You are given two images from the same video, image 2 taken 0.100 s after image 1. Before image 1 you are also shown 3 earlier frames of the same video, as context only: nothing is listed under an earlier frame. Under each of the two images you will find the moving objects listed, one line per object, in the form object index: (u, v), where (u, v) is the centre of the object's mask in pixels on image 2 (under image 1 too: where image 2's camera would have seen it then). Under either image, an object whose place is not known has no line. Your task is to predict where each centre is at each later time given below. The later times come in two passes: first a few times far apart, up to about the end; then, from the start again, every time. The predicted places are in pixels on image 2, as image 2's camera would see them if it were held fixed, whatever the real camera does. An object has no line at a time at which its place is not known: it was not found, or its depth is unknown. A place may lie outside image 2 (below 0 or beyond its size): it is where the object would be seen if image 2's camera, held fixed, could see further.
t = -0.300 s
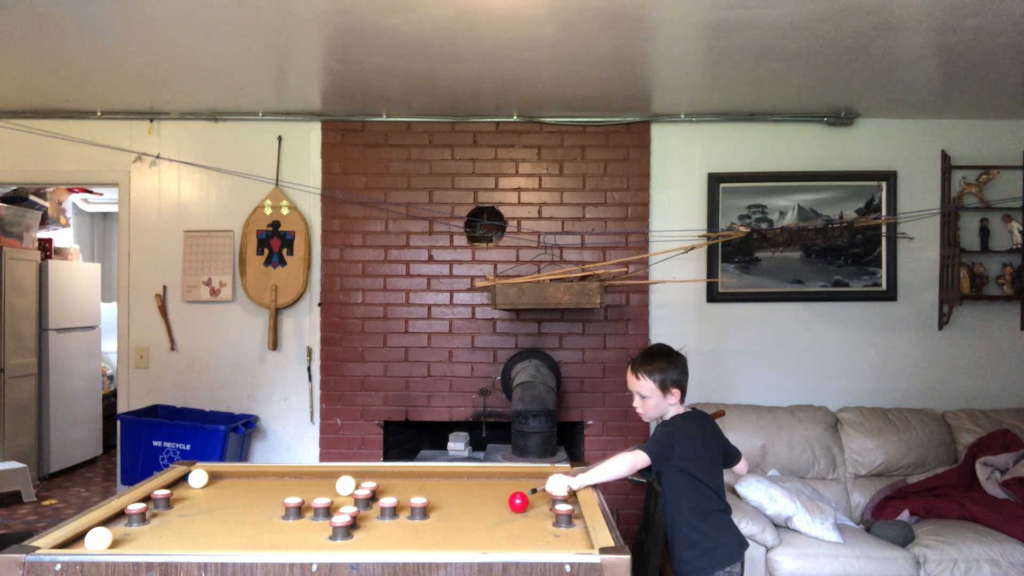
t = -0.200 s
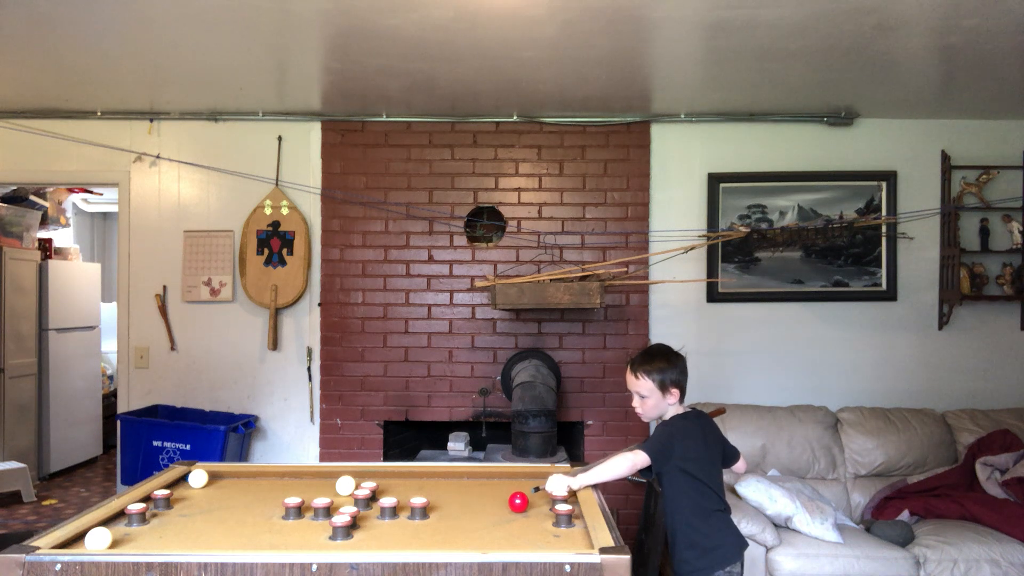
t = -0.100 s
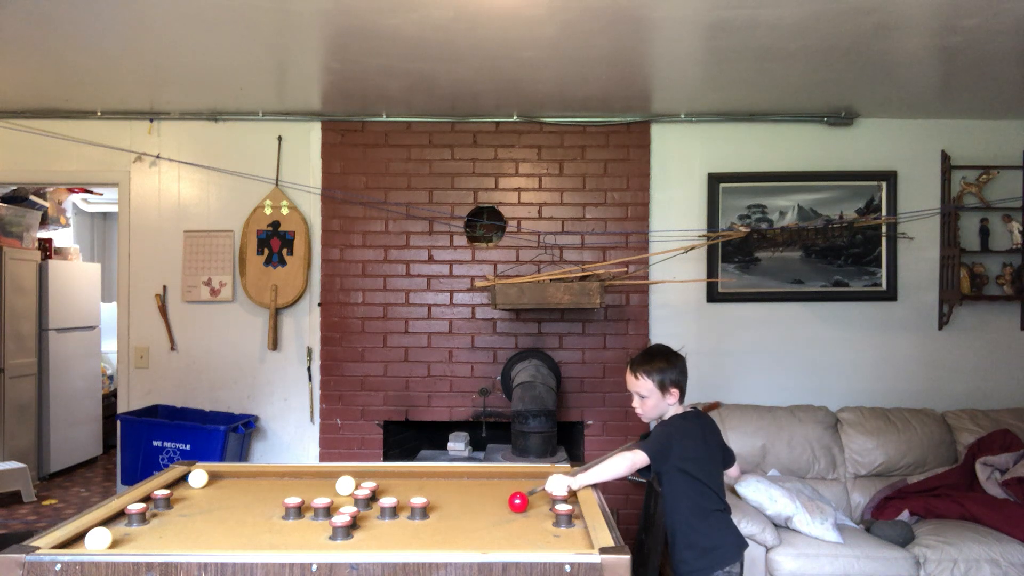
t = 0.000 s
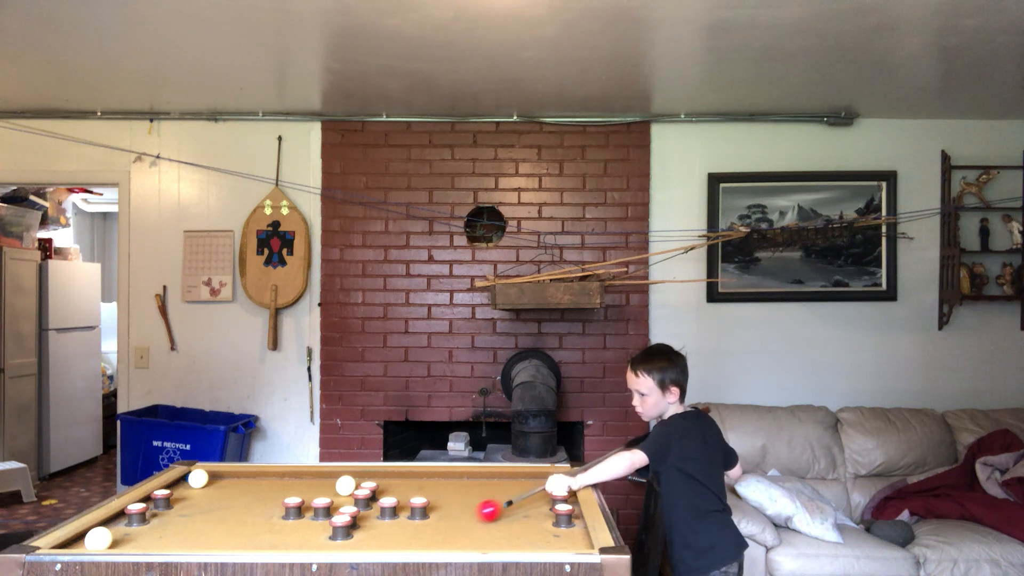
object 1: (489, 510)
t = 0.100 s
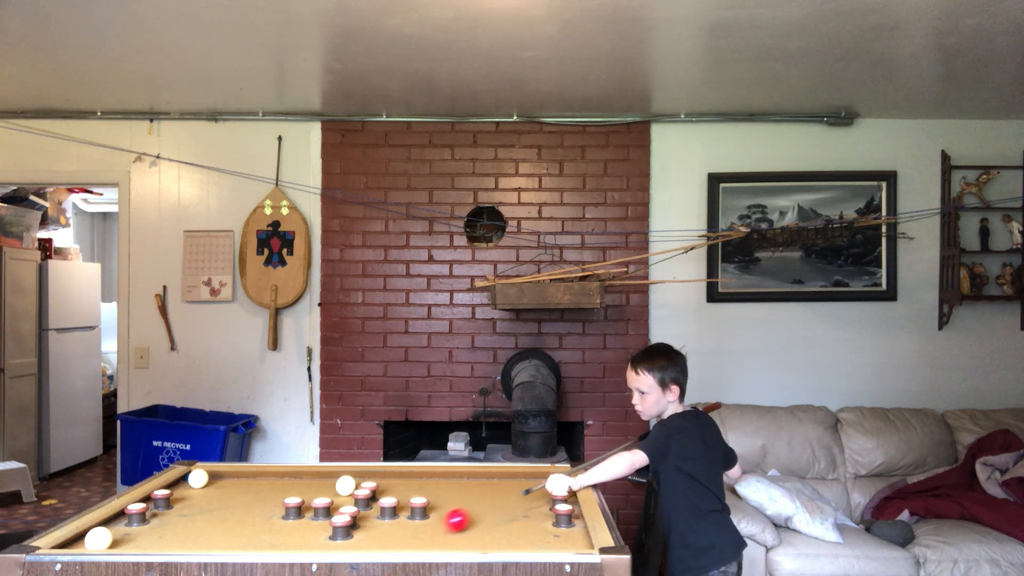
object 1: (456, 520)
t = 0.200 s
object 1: (422, 531)
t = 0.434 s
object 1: (343, 541)
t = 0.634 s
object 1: (301, 537)
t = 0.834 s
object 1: (263, 530)
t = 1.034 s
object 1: (229, 522)
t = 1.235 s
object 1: (198, 516)
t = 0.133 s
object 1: (445, 524)
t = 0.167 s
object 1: (434, 527)
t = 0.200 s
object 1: (422, 531)
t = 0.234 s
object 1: (409, 534)
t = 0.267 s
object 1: (396, 537)
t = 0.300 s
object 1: (383, 540)
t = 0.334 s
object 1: (370, 541)
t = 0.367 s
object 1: (357, 543)
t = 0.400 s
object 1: (350, 542)
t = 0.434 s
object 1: (343, 541)
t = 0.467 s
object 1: (335, 541)
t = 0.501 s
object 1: (328, 540)
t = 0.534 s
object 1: (321, 539)
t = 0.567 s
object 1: (315, 539)
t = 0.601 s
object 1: (308, 538)
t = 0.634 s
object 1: (301, 537)
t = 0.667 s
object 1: (294, 536)
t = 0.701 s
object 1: (288, 535)
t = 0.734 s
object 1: (282, 534)
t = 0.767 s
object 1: (275, 532)
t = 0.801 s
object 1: (269, 531)
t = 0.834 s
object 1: (263, 530)
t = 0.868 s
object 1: (258, 529)
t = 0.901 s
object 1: (251, 527)
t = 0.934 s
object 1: (246, 526)
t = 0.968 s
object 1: (240, 525)
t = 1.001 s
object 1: (234, 524)
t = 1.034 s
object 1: (229, 522)
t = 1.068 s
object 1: (223, 521)
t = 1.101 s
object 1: (218, 520)
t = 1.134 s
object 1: (213, 519)
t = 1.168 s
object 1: (208, 518)
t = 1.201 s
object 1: (203, 516)
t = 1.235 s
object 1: (198, 516)
